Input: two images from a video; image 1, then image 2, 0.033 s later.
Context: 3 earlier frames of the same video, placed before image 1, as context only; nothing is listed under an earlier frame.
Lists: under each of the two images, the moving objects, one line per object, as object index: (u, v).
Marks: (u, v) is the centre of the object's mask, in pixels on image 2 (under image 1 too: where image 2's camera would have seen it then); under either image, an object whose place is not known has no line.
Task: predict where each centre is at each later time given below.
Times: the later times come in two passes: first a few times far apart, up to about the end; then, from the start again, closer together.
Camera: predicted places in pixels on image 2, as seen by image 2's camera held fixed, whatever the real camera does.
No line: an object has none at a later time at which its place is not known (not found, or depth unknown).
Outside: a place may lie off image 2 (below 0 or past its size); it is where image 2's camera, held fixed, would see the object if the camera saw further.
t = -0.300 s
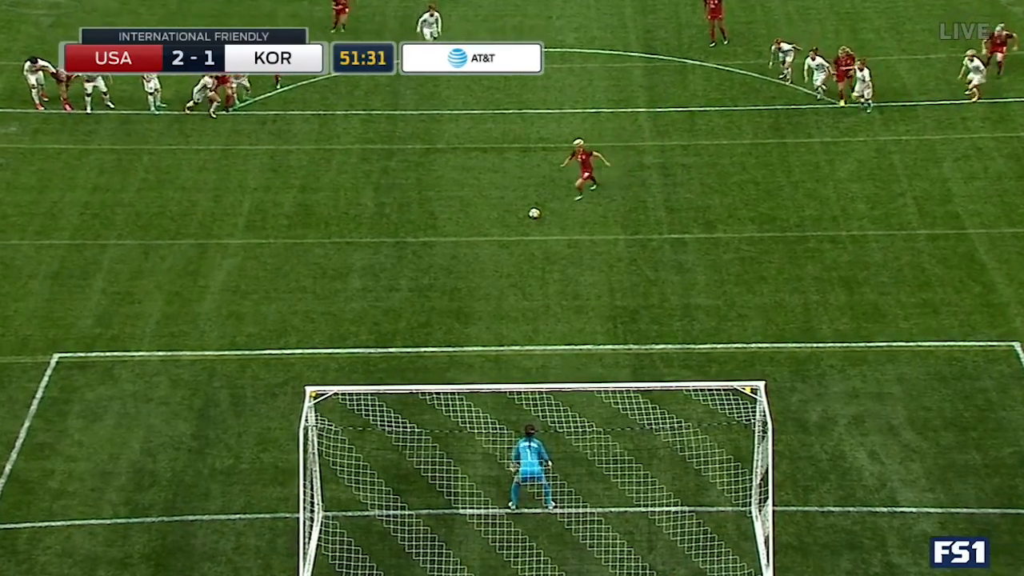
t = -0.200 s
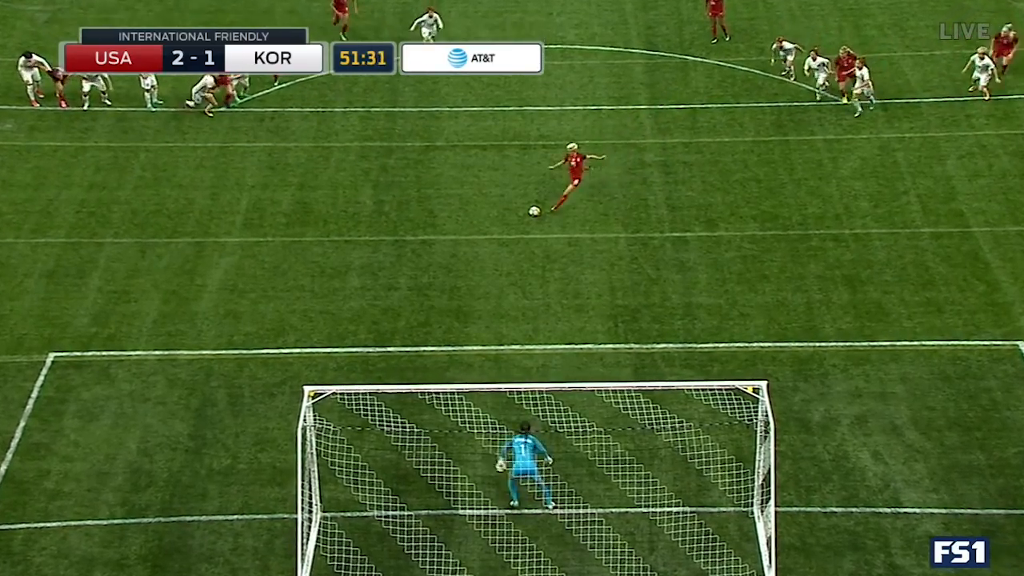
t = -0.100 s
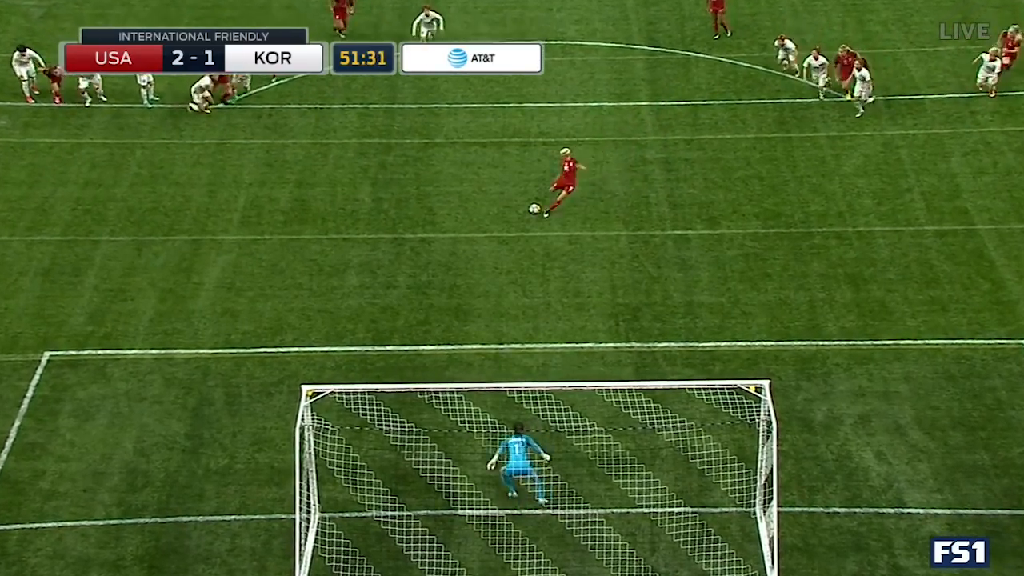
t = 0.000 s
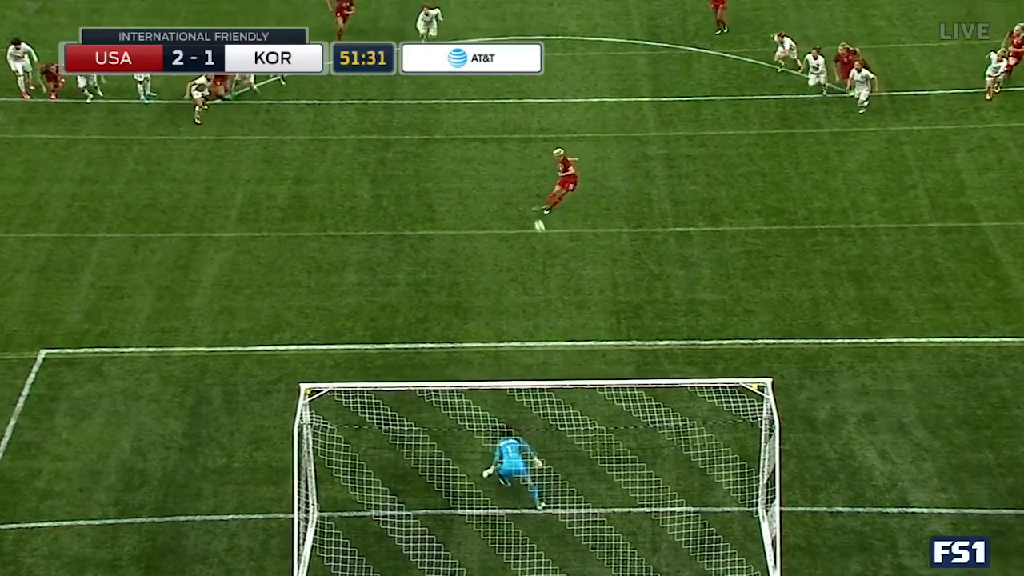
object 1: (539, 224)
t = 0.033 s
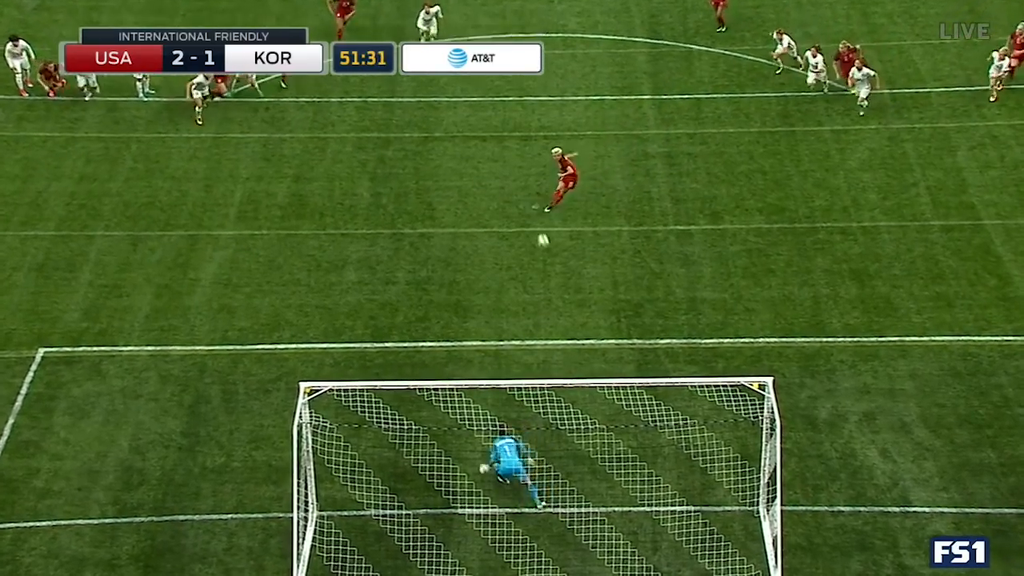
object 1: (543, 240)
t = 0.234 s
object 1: (566, 363)
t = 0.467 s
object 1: (605, 539)
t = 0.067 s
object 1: (546, 257)
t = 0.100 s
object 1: (549, 275)
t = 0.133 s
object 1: (553, 295)
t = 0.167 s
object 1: (557, 316)
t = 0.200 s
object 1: (561, 338)
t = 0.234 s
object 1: (566, 363)
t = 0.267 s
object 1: (571, 391)
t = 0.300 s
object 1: (577, 414)
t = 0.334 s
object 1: (583, 445)
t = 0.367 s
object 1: (591, 475)
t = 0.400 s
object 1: (599, 506)
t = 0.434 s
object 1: (604, 529)
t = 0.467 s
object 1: (605, 539)
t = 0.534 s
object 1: (605, 557)
